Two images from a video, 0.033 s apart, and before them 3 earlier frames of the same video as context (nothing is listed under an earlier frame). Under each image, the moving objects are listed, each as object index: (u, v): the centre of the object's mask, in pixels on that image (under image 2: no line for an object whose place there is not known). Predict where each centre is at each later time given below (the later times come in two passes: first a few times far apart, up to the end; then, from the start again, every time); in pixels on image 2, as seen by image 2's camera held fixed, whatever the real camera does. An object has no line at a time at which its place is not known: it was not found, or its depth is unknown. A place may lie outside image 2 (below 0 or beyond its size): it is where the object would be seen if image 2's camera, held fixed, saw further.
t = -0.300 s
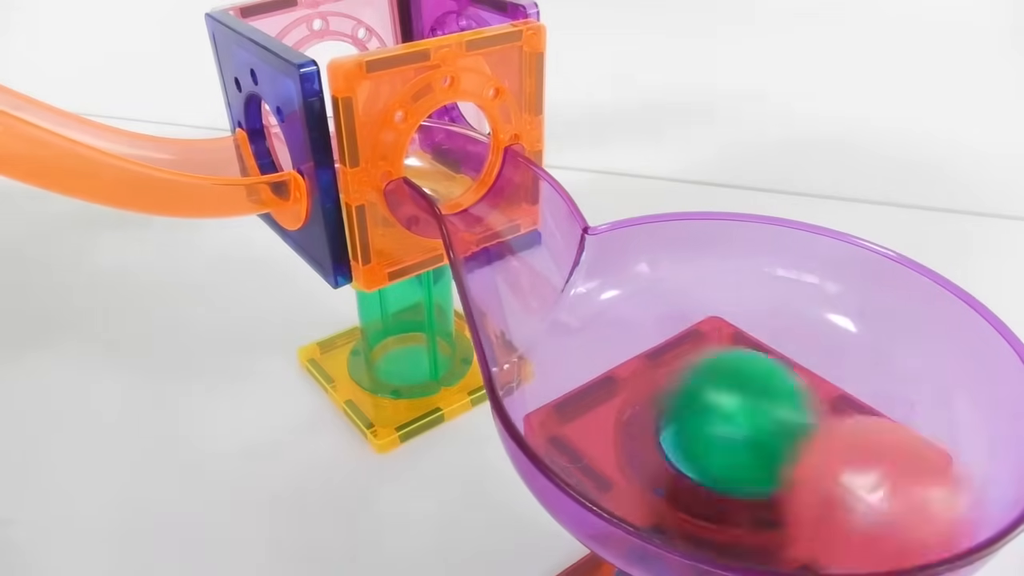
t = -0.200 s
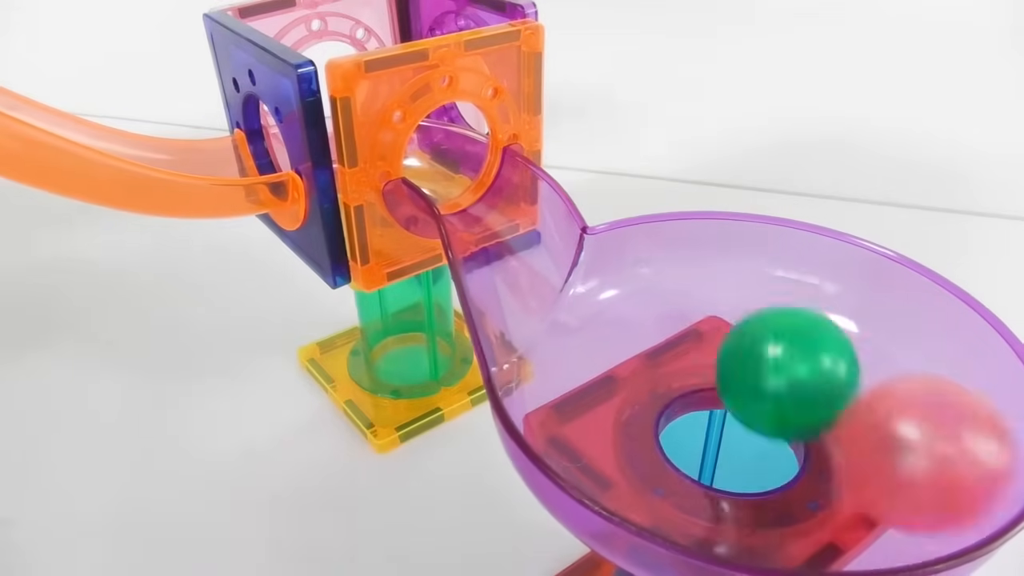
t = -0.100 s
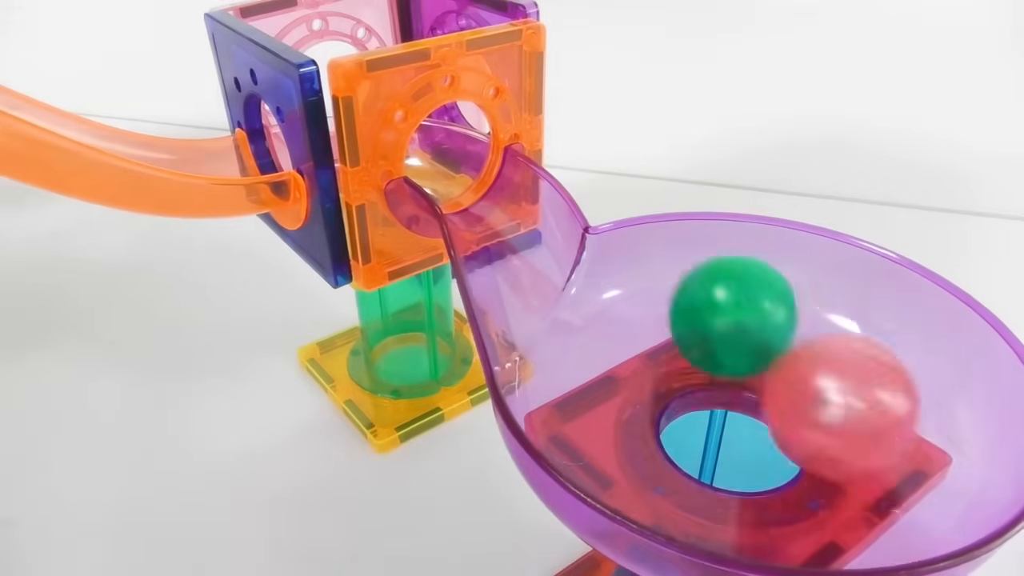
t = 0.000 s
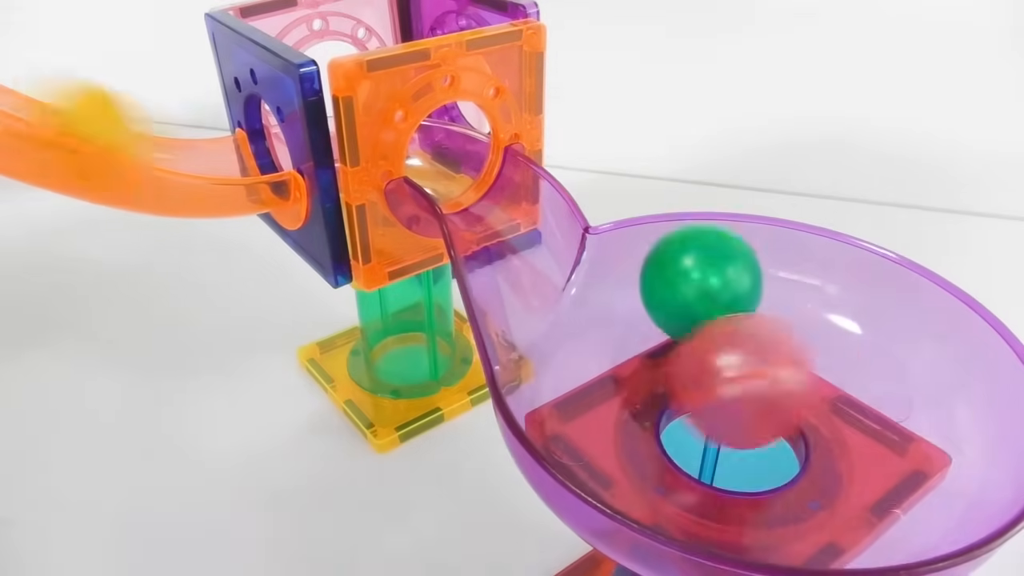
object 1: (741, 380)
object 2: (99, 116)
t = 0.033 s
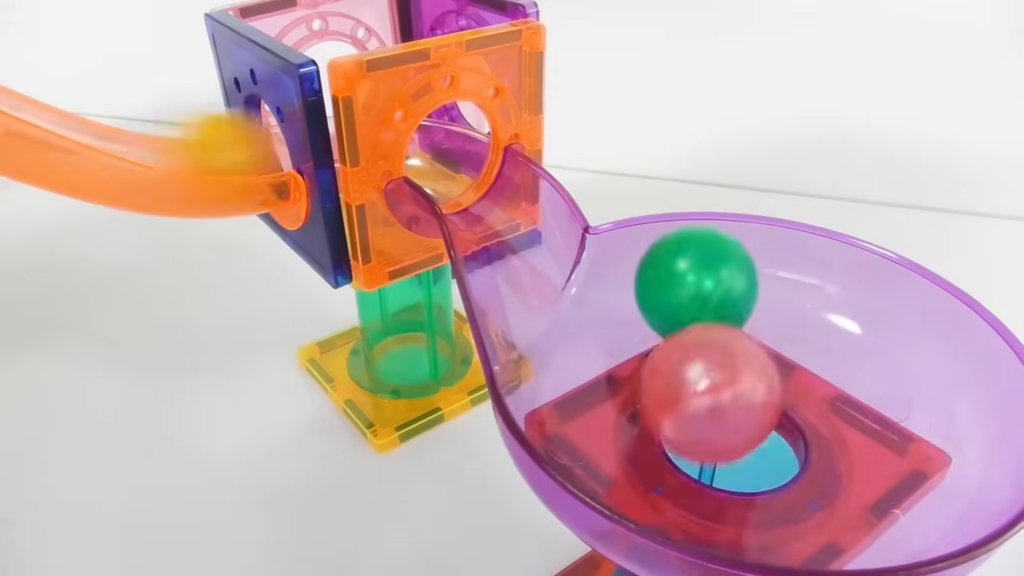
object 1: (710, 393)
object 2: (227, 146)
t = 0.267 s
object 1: (803, 502)
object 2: (576, 382)
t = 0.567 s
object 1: (811, 301)
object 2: (887, 432)
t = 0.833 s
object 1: (595, 372)
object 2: (772, 331)
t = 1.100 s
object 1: (835, 486)
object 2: (595, 385)
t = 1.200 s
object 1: (925, 436)
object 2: (679, 472)
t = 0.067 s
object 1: (709, 410)
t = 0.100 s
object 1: (719, 426)
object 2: (440, 155)
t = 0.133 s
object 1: (731, 443)
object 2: (467, 172)
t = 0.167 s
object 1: (746, 460)
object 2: (508, 200)
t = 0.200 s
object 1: (762, 480)
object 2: (524, 249)
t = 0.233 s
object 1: (782, 497)
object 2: (536, 297)
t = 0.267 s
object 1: (803, 502)
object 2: (576, 382)
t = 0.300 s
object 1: (813, 503)
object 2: (638, 448)
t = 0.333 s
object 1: (872, 497)
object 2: (663, 468)
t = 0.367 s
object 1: (904, 481)
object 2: (687, 491)
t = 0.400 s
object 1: (904, 448)
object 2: (727, 493)
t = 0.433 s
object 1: (894, 418)
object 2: (766, 495)
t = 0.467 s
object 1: (882, 375)
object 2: (804, 489)
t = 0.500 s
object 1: (863, 343)
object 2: (837, 472)
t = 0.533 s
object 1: (838, 320)
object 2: (865, 451)
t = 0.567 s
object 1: (811, 301)
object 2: (887, 432)
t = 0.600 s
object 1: (780, 287)
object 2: (905, 408)
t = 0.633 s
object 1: (746, 284)
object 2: (915, 382)
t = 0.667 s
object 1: (715, 289)
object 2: (916, 360)
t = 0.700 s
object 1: (685, 298)
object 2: (903, 348)
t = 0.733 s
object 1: (658, 314)
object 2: (875, 342)
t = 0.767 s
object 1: (632, 327)
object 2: (843, 336)
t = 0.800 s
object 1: (613, 349)
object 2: (808, 333)
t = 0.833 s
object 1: (595, 372)
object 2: (772, 331)
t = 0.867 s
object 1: (588, 398)
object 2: (738, 328)
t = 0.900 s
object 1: (593, 419)
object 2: (705, 326)
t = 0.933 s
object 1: (612, 441)
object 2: (674, 324)
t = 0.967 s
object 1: (643, 459)
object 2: (640, 325)
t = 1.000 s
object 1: (689, 475)
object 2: (612, 327)
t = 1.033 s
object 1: (740, 488)
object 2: (590, 332)
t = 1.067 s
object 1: (790, 490)
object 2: (585, 354)
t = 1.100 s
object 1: (835, 486)
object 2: (595, 385)
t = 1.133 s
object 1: (872, 476)
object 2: (612, 417)
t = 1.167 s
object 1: (905, 458)
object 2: (641, 446)
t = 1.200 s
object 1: (925, 436)
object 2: (679, 472)
